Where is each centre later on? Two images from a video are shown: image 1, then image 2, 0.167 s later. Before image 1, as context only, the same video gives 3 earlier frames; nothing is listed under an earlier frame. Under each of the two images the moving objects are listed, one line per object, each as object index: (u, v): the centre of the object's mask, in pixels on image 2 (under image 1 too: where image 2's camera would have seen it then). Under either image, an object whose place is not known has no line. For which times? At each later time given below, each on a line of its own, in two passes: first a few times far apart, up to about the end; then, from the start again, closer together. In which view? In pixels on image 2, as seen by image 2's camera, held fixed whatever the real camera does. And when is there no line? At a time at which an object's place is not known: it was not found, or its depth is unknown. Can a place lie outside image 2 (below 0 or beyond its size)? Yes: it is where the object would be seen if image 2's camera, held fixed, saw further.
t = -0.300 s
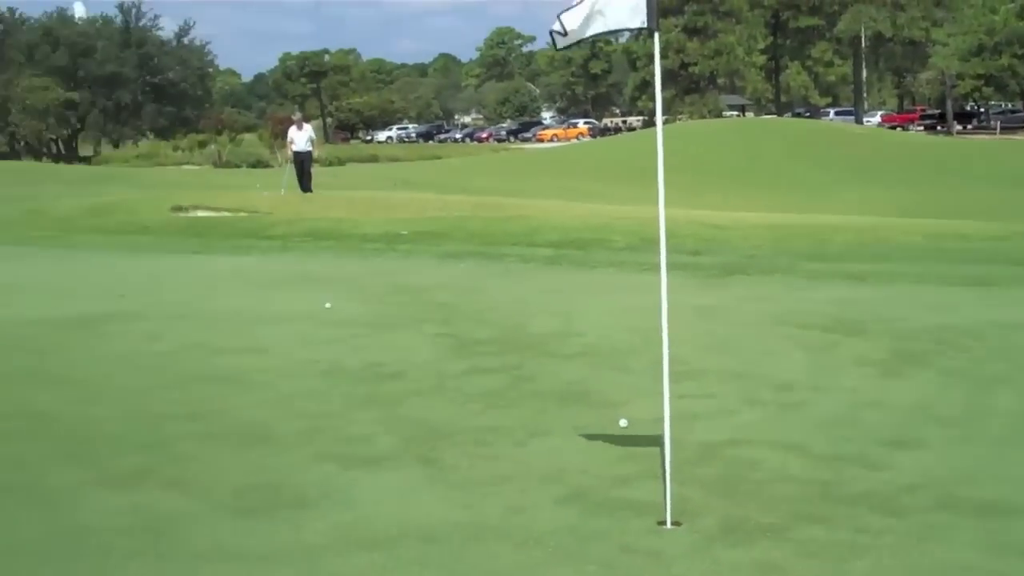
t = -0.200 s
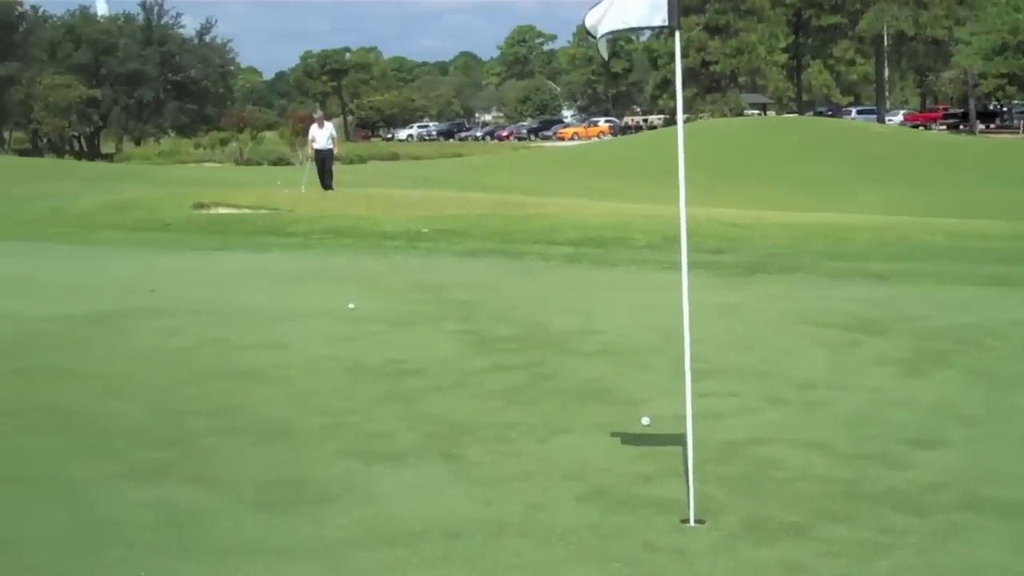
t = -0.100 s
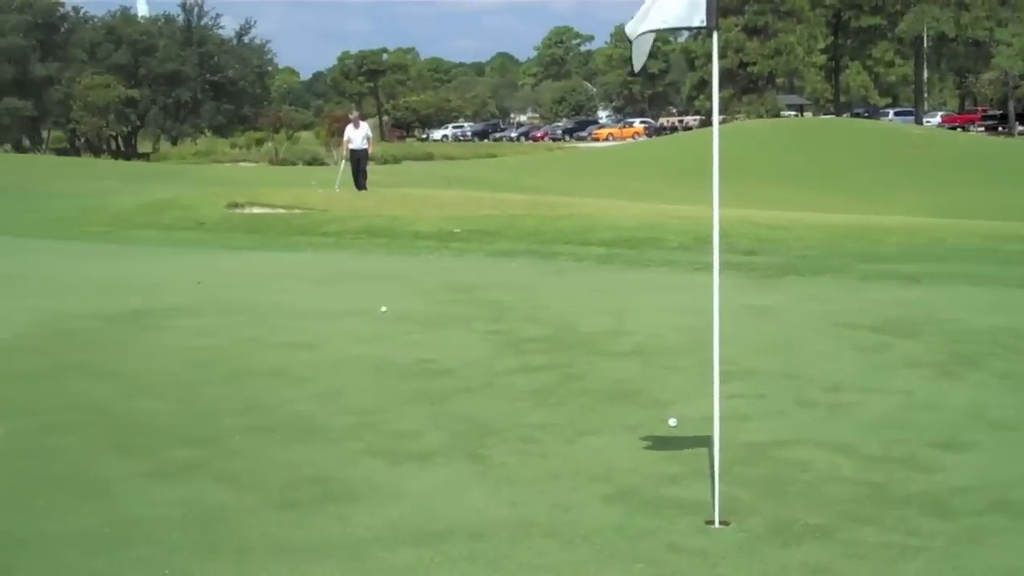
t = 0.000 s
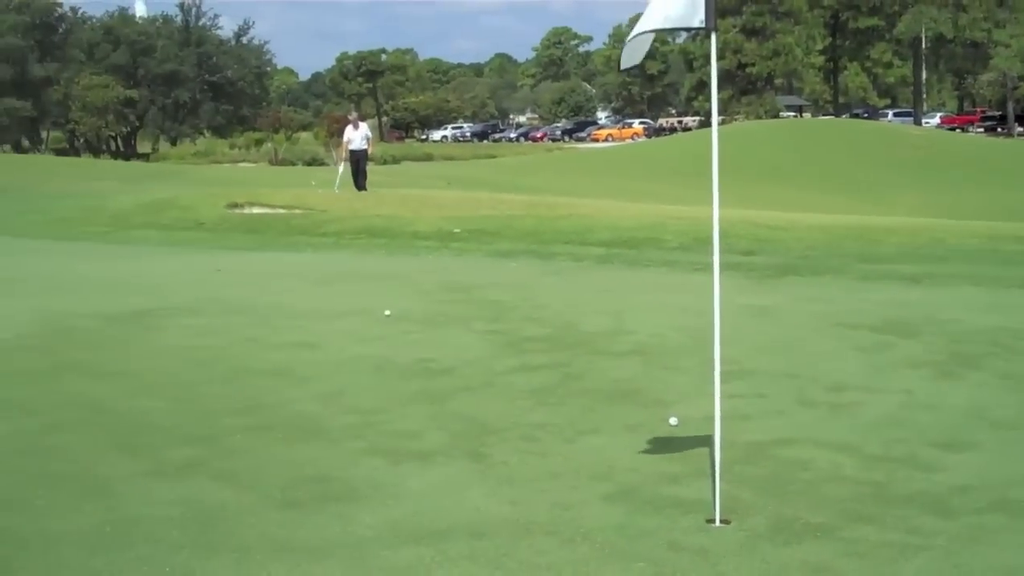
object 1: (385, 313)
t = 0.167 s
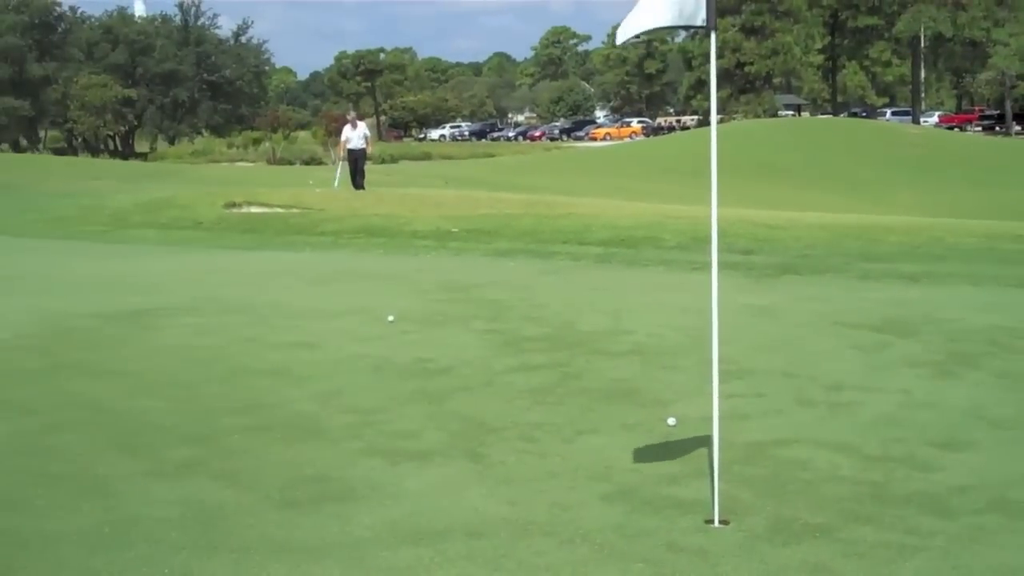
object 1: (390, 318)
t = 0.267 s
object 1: (394, 322)
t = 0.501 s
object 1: (405, 331)
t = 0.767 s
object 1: (417, 340)
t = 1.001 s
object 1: (430, 348)
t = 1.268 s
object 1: (445, 357)
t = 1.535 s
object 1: (461, 365)
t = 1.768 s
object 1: (476, 370)
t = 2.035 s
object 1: (495, 376)
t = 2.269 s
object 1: (511, 379)
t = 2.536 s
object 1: (528, 383)
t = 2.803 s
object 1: (540, 385)
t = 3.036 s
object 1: (548, 386)
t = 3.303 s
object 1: (552, 386)
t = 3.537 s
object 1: (552, 386)
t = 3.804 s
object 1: (552, 386)
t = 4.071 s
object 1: (552, 386)
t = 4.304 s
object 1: (552, 386)
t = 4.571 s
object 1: (552, 386)
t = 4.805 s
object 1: (552, 386)
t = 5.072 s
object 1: (552, 386)
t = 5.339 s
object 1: (552, 386)
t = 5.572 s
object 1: (552, 386)
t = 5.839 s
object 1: (552, 386)
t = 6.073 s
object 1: (552, 386)
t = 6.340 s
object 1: (552, 386)
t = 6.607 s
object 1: (552, 386)
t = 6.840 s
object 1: (552, 386)
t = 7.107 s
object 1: (552, 386)
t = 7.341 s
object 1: (552, 386)
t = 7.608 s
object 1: (552, 386)
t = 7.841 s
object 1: (552, 386)
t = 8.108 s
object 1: (552, 386)
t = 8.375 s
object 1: (552, 386)
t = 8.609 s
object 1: (552, 386)
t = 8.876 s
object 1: (552, 386)
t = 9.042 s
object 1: (552, 386)
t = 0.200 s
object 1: (391, 319)
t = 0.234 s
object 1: (393, 321)
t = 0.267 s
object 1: (394, 322)
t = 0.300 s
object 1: (396, 324)
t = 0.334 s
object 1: (398, 325)
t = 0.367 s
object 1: (399, 326)
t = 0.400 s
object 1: (400, 328)
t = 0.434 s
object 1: (401, 328)
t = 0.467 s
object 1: (403, 330)
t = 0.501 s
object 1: (405, 331)
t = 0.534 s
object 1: (406, 332)
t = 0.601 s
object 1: (408, 333)
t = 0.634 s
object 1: (410, 334)
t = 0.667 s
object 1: (412, 336)
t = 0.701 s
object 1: (414, 337)
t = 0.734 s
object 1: (415, 338)
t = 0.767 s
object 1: (417, 340)
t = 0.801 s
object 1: (419, 341)
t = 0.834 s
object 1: (420, 341)
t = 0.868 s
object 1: (422, 343)
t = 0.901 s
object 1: (424, 344)
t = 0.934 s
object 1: (426, 346)
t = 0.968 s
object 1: (428, 346)
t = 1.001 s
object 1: (430, 348)
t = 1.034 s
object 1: (432, 348)
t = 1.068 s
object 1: (434, 350)
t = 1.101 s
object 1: (436, 351)
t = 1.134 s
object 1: (438, 352)
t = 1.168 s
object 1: (440, 353)
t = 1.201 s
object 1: (441, 354)
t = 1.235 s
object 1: (443, 355)
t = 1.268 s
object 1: (445, 357)
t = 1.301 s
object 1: (447, 357)
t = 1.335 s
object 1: (450, 358)
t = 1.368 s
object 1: (452, 359)
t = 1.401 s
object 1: (454, 361)
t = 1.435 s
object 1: (456, 361)
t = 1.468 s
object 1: (458, 363)
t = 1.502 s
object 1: (459, 363)
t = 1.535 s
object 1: (461, 365)
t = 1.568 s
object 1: (463, 365)
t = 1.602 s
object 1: (465, 366)
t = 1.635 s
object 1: (467, 367)
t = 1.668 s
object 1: (469, 368)
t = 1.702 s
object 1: (472, 369)
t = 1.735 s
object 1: (474, 369)
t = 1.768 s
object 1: (476, 370)
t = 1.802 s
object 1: (478, 371)
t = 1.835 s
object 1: (481, 372)
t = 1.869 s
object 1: (483, 373)
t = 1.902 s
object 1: (485, 373)
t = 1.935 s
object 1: (488, 374)
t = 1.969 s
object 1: (490, 375)
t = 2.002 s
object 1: (493, 375)
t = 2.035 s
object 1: (495, 376)
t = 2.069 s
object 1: (498, 376)
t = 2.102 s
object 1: (500, 377)
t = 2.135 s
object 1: (502, 378)
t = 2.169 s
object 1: (504, 378)
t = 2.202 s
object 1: (506, 379)
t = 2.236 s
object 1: (509, 379)
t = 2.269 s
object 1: (511, 379)
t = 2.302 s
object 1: (512, 380)
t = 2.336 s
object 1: (514, 380)
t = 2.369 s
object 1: (517, 380)
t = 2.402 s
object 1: (518, 381)
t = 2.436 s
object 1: (520, 381)
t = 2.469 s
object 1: (524, 382)
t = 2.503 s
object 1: (526, 382)
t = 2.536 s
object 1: (528, 383)
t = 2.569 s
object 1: (529, 383)
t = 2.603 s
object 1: (531, 384)
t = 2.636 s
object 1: (533, 384)
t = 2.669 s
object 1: (534, 384)
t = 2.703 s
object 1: (536, 384)
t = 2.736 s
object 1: (538, 384)
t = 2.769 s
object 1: (539, 385)
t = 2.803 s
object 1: (540, 385)
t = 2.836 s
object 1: (542, 385)
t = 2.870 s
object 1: (543, 385)
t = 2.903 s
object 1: (544, 385)
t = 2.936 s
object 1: (545, 385)
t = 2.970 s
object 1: (546, 386)
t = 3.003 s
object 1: (547, 386)
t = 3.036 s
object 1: (548, 386)
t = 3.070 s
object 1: (549, 386)
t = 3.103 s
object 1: (550, 386)
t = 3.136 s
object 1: (550, 386)
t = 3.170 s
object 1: (551, 386)
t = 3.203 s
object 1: (551, 386)
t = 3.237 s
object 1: (552, 386)
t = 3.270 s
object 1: (552, 386)
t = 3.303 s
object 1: (552, 386)
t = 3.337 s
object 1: (552, 386)
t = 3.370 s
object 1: (552, 386)
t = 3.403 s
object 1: (552, 386)
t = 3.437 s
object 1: (552, 386)
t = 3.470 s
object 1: (552, 386)
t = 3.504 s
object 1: (552, 386)
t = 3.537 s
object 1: (552, 386)
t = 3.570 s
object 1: (552, 386)
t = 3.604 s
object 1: (552, 386)
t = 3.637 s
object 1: (552, 386)
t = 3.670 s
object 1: (552, 386)
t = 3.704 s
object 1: (552, 386)
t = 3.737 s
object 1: (552, 386)
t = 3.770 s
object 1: (552, 386)
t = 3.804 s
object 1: (552, 386)
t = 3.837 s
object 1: (552, 386)
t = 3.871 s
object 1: (552, 386)
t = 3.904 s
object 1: (552, 386)
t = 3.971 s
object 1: (552, 386)
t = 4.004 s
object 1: (552, 386)
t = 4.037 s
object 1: (552, 386)
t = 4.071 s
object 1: (552, 386)
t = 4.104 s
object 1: (552, 386)
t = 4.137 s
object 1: (552, 386)
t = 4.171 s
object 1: (552, 386)
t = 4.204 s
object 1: (552, 386)
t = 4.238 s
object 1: (552, 386)
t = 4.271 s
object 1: (552, 386)
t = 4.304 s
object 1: (552, 386)
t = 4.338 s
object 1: (552, 386)
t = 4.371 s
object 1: (552, 386)
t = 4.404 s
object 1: (552, 386)
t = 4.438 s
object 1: (552, 386)
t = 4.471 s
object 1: (552, 386)
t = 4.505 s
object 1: (552, 386)
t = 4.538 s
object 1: (552, 386)
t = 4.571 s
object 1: (552, 386)
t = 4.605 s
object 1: (552, 386)
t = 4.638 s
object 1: (552, 386)
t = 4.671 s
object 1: (552, 386)
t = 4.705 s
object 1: (552, 386)
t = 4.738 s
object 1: (552, 386)
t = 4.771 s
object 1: (552, 386)
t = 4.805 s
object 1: (552, 386)
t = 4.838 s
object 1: (552, 386)
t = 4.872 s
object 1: (552, 386)
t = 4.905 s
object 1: (552, 386)
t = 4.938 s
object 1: (552, 386)
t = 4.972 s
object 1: (552, 386)
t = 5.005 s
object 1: (552, 386)
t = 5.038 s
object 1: (552, 386)
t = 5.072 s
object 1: (552, 386)
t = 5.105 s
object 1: (552, 386)
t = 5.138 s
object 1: (552, 386)
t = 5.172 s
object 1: (552, 386)
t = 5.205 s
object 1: (552, 386)
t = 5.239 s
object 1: (552, 386)
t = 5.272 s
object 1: (552, 386)
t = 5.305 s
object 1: (552, 386)
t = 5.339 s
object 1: (552, 386)
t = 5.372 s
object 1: (552, 386)
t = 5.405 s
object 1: (552, 386)
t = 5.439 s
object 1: (552, 386)
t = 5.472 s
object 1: (552, 386)
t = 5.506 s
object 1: (552, 386)
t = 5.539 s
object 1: (552, 386)
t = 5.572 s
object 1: (552, 386)
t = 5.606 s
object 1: (552, 386)
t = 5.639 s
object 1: (552, 386)
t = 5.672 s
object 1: (552, 386)
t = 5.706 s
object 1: (552, 386)
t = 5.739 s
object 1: (552, 386)
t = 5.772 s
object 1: (552, 386)
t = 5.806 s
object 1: (552, 386)
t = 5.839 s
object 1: (552, 386)
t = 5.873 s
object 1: (552, 386)
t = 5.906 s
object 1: (552, 386)
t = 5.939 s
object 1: (552, 386)
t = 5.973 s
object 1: (552, 386)
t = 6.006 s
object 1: (552, 386)
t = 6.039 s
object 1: (552, 386)
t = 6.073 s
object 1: (552, 386)
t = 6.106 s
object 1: (552, 386)
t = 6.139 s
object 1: (552, 386)
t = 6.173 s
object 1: (552, 386)
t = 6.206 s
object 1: (552, 386)
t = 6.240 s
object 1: (552, 386)
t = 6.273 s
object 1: (552, 386)
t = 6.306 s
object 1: (552, 386)
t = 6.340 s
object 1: (552, 386)
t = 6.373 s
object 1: (552, 386)
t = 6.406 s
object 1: (552, 386)
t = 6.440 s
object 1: (552, 386)
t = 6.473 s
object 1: (552, 386)
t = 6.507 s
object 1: (552, 386)
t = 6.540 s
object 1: (552, 386)
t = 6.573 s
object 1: (552, 386)
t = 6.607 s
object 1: (552, 386)
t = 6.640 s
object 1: (552, 386)
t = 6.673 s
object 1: (552, 386)
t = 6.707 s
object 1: (552, 386)
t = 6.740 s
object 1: (552, 386)
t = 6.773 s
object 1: (552, 386)
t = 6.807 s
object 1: (552, 386)
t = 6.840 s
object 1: (552, 386)
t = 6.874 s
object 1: (552, 386)
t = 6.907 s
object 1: (552, 386)
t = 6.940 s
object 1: (552, 386)
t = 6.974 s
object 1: (552, 386)
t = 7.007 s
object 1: (552, 386)
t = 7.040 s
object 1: (552, 386)
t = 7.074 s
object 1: (552, 386)
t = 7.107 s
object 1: (552, 386)
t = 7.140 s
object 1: (552, 386)
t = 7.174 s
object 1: (552, 386)
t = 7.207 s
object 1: (552, 386)
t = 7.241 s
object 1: (552, 386)
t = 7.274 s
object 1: (552, 386)
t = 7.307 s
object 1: (552, 386)
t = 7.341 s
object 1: (552, 386)
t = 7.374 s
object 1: (552, 386)
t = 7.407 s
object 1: (552, 386)
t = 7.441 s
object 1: (552, 386)
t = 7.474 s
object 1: (552, 386)
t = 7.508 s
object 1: (552, 386)
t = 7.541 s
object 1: (552, 386)
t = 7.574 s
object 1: (552, 386)
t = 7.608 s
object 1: (552, 386)
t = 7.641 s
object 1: (552, 386)
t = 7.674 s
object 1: (552, 386)
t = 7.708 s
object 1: (552, 386)
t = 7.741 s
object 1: (552, 386)
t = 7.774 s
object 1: (552, 386)
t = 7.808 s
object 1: (552, 386)
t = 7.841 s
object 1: (552, 386)
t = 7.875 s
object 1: (552, 386)
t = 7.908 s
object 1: (552, 386)
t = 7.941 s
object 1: (552, 386)
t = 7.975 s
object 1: (552, 386)
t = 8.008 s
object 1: (552, 386)
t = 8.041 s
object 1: (552, 386)
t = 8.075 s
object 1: (552, 386)
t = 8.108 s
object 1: (552, 386)
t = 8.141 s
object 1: (552, 386)
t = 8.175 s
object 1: (552, 386)
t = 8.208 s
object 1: (552, 386)
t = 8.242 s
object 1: (552, 386)
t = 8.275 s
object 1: (552, 386)
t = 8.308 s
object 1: (552, 386)
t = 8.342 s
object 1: (552, 386)
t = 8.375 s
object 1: (552, 386)
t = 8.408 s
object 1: (552, 386)
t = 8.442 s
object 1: (552, 386)
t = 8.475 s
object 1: (552, 386)
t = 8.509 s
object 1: (552, 386)
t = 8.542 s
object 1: (552, 386)
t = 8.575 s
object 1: (552, 386)
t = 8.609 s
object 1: (552, 386)
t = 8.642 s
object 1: (552, 386)
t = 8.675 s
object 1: (552, 386)
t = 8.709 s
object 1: (552, 386)
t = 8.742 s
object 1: (552, 386)
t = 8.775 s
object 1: (552, 386)
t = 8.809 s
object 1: (552, 386)
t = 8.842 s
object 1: (552, 386)
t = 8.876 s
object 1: (552, 386)
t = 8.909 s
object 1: (552, 386)
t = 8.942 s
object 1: (552, 386)
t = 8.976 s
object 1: (552, 386)
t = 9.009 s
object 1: (552, 386)
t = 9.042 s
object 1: (552, 386)
